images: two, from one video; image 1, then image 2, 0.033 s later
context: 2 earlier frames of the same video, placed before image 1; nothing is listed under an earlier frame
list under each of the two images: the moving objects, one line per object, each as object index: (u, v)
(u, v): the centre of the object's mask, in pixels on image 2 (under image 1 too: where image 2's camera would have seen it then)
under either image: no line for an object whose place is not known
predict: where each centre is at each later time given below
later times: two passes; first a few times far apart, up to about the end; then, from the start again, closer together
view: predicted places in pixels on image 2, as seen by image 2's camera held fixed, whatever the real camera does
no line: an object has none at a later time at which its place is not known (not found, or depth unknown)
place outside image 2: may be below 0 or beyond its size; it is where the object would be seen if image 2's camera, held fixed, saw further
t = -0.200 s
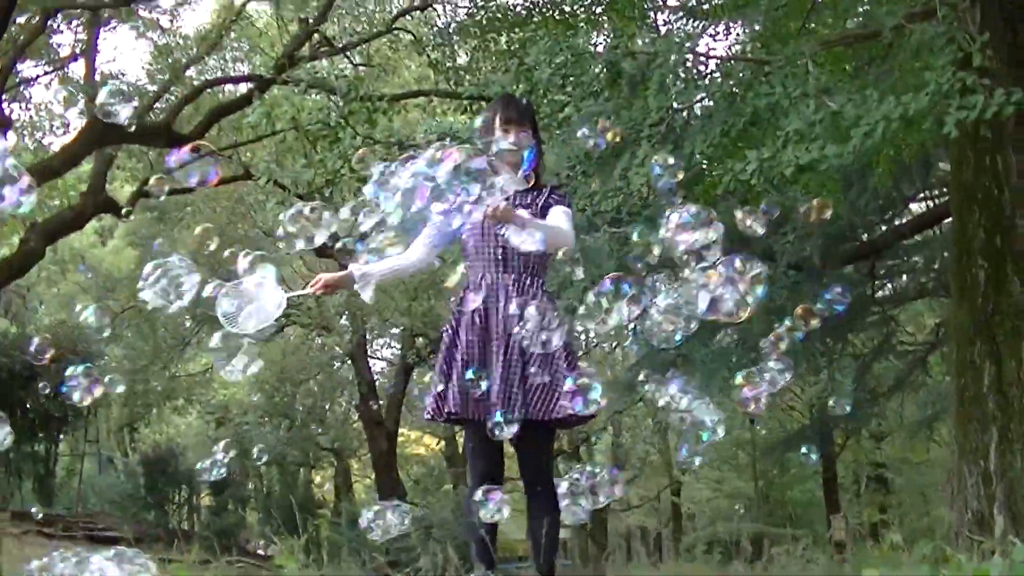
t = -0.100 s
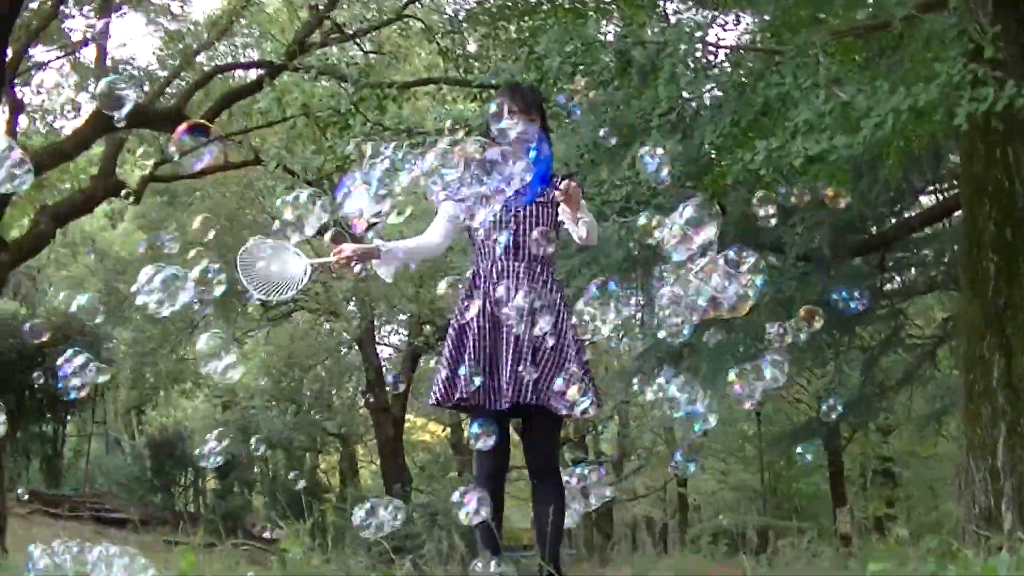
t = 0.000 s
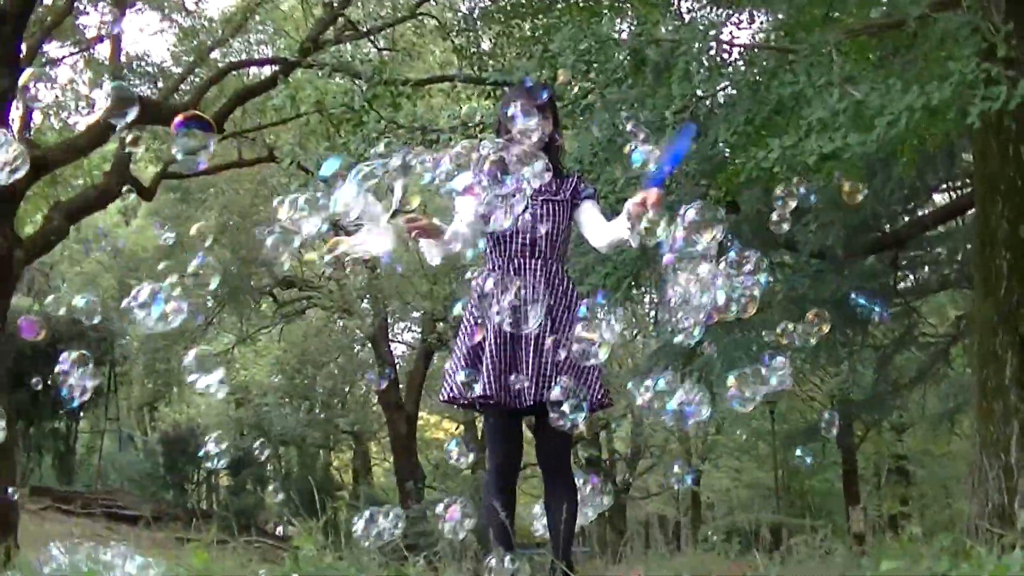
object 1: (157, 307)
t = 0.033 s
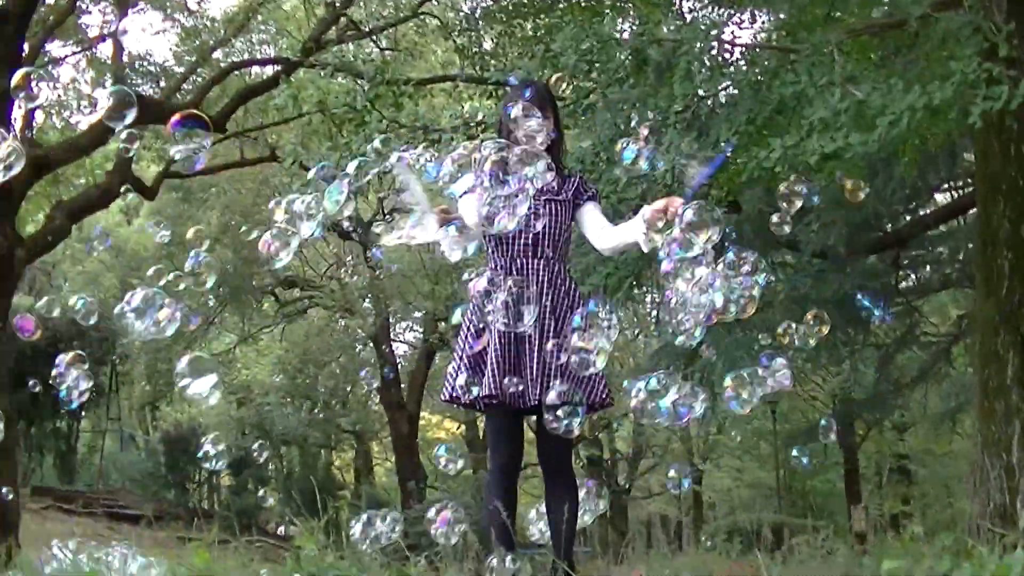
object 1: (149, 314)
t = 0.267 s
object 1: (77, 366)
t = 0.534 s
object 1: (6, 414)
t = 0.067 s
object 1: (140, 321)
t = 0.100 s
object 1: (130, 329)
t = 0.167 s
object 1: (109, 344)
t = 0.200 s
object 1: (98, 351)
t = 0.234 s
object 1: (87, 359)
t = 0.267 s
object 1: (77, 366)
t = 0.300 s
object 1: (64, 374)
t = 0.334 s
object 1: (52, 381)
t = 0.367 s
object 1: (39, 389)
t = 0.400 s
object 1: (27, 397)
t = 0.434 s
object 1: (18, 404)
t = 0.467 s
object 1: (12, 410)
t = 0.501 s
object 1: (9, 414)
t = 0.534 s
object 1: (6, 414)
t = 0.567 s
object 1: (4, 409)
